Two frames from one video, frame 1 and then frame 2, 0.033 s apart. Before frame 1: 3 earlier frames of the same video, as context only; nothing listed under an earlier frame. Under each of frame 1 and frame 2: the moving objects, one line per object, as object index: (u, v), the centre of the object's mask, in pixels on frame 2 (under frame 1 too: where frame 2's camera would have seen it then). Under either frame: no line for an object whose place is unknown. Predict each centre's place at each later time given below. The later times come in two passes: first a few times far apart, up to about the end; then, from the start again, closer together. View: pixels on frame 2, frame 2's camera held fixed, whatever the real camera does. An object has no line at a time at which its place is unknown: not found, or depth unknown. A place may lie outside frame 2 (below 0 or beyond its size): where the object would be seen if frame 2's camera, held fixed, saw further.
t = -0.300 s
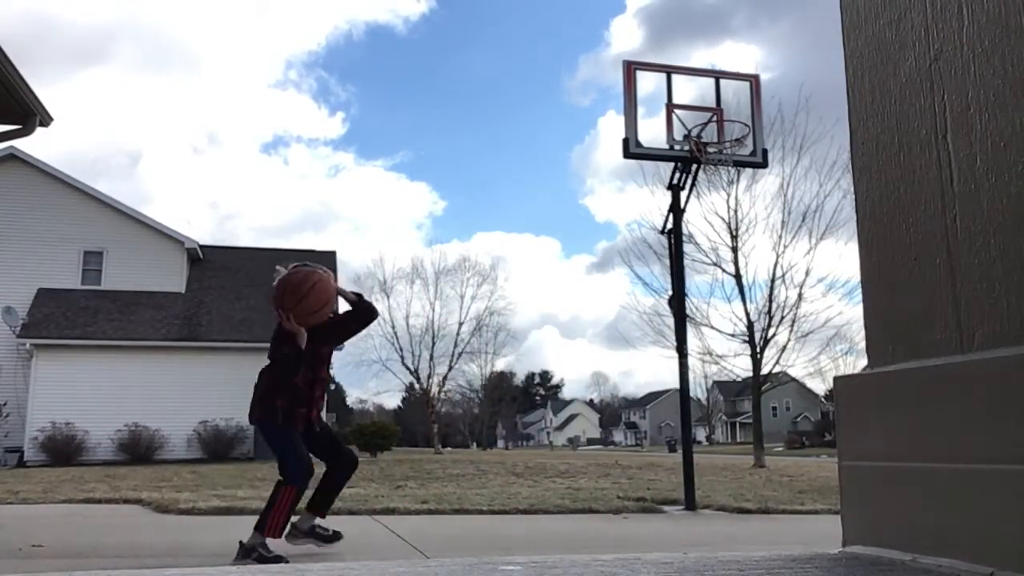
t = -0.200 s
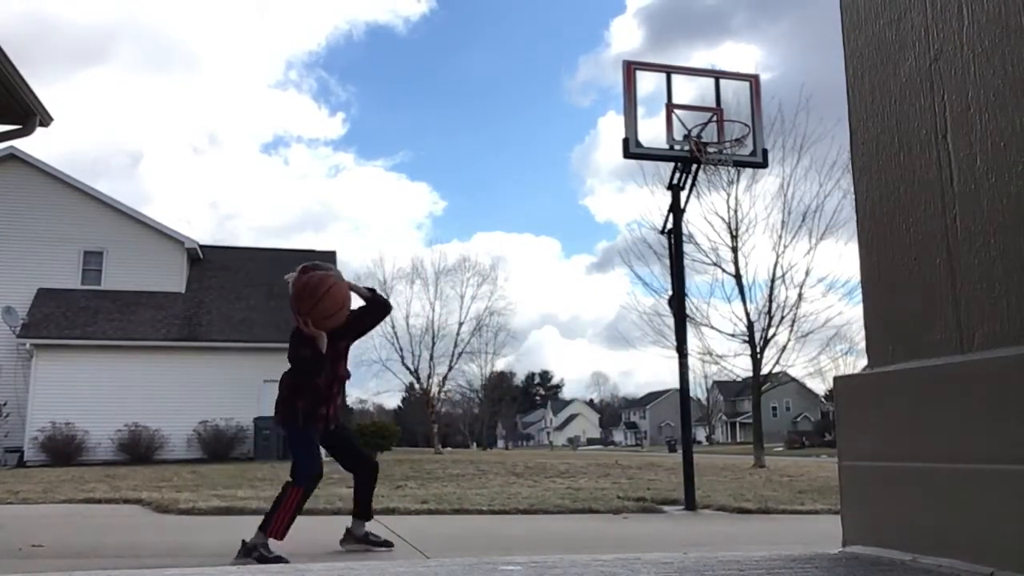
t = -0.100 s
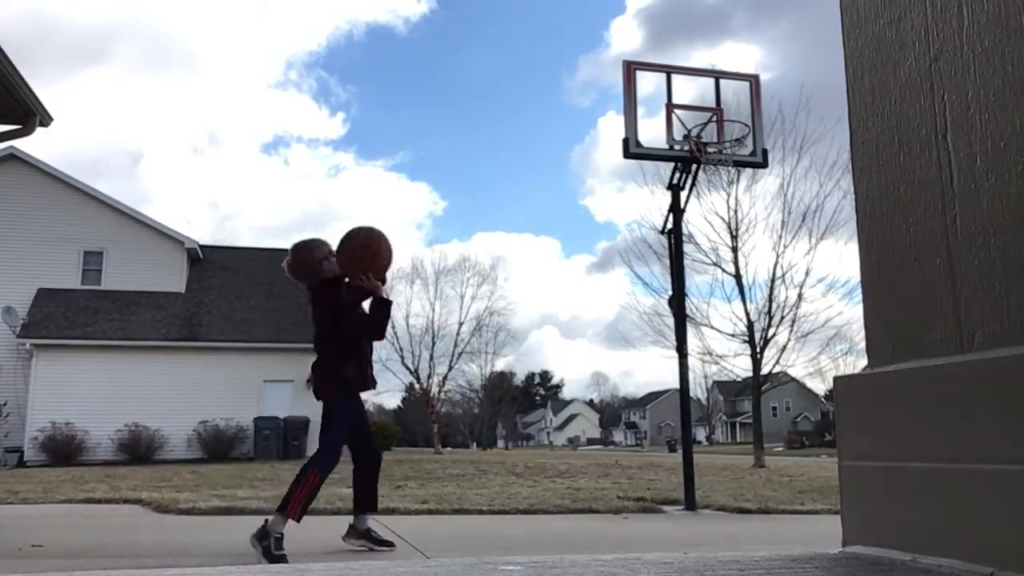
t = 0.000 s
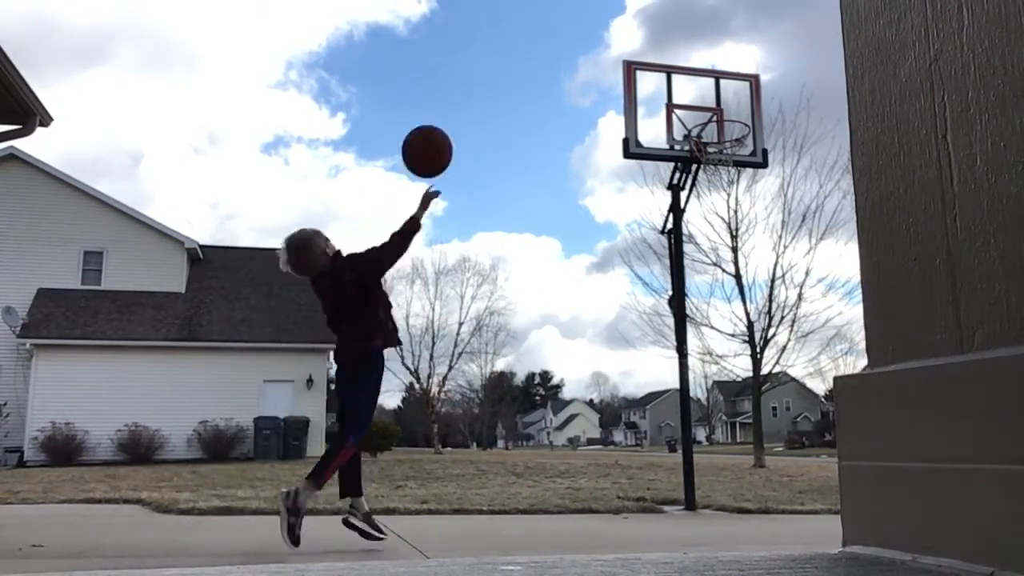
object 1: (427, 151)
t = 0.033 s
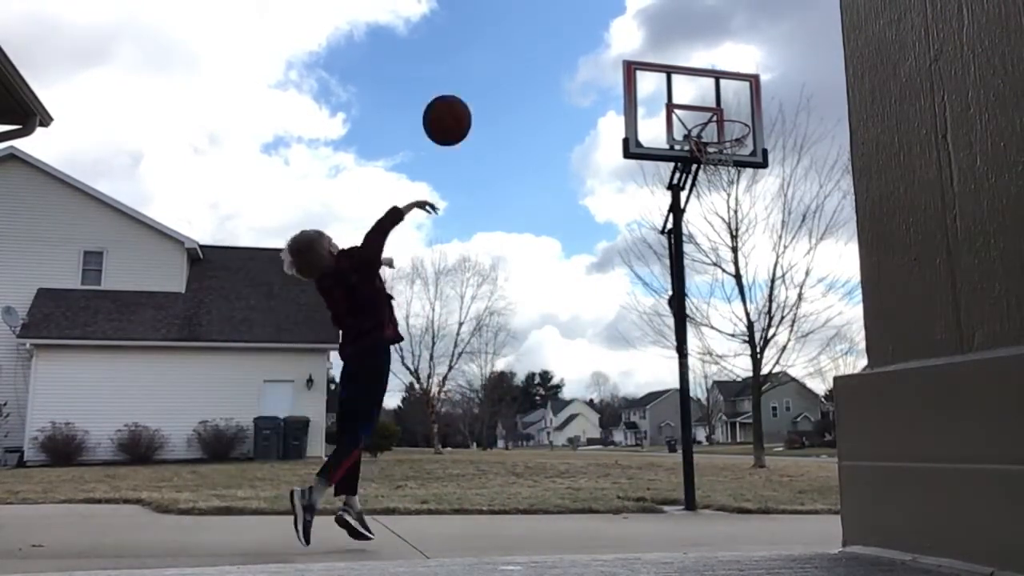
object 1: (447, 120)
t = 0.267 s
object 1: (554, 13)
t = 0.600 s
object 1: (653, 26)
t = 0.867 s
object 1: (718, 105)
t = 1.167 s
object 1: (844, 204)
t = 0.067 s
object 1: (465, 94)
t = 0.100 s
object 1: (483, 71)
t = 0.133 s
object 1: (499, 53)
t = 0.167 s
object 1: (514, 37)
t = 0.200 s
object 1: (528, 25)
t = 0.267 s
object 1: (554, 13)
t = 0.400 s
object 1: (598, 7)
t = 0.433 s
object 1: (608, 8)
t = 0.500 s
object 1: (627, 10)
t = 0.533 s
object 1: (636, 13)
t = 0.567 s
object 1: (644, 18)
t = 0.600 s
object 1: (653, 26)
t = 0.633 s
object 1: (661, 34)
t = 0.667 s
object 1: (668, 44)
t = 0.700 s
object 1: (676, 54)
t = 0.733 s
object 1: (683, 65)
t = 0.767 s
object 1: (691, 78)
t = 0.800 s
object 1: (697, 91)
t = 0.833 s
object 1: (704, 102)
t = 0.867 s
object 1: (718, 105)
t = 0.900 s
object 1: (731, 111)
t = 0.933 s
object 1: (745, 118)
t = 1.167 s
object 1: (844, 204)
